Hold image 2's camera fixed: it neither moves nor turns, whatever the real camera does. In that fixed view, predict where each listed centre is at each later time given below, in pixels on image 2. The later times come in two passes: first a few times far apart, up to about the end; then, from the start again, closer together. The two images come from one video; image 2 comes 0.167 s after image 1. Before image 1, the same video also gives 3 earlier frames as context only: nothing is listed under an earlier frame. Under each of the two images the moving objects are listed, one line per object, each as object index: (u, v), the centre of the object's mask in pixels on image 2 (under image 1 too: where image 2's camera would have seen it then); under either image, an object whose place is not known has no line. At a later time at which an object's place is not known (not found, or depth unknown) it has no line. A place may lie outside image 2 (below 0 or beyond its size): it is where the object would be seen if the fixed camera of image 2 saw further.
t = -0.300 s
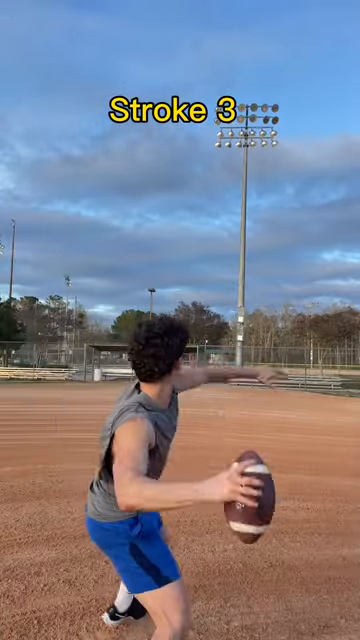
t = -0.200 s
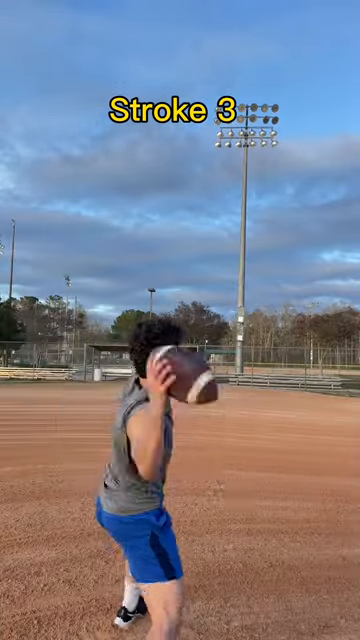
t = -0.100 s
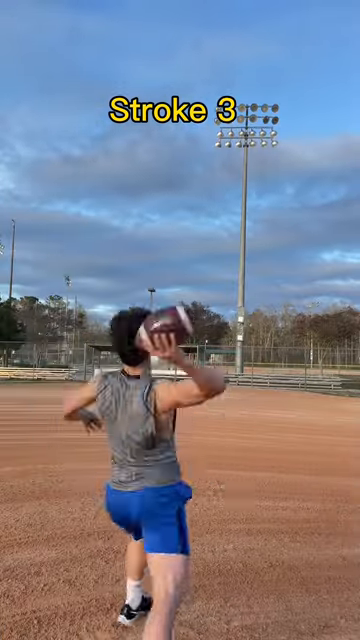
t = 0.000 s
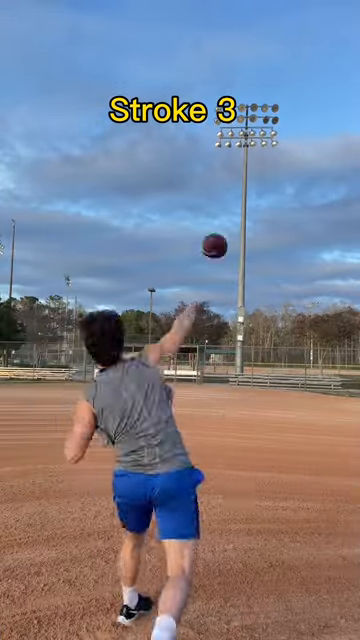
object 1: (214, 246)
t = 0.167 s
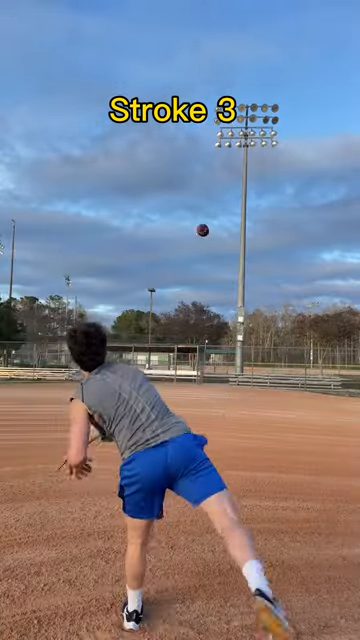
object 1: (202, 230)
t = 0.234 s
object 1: (201, 233)
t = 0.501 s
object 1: (202, 256)
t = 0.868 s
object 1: (203, 299)
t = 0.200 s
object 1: (202, 232)
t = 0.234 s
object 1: (201, 233)
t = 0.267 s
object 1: (201, 235)
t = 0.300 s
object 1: (201, 237)
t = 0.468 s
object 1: (202, 252)
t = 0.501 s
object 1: (202, 256)
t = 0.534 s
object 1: (203, 259)
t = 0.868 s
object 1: (203, 299)
